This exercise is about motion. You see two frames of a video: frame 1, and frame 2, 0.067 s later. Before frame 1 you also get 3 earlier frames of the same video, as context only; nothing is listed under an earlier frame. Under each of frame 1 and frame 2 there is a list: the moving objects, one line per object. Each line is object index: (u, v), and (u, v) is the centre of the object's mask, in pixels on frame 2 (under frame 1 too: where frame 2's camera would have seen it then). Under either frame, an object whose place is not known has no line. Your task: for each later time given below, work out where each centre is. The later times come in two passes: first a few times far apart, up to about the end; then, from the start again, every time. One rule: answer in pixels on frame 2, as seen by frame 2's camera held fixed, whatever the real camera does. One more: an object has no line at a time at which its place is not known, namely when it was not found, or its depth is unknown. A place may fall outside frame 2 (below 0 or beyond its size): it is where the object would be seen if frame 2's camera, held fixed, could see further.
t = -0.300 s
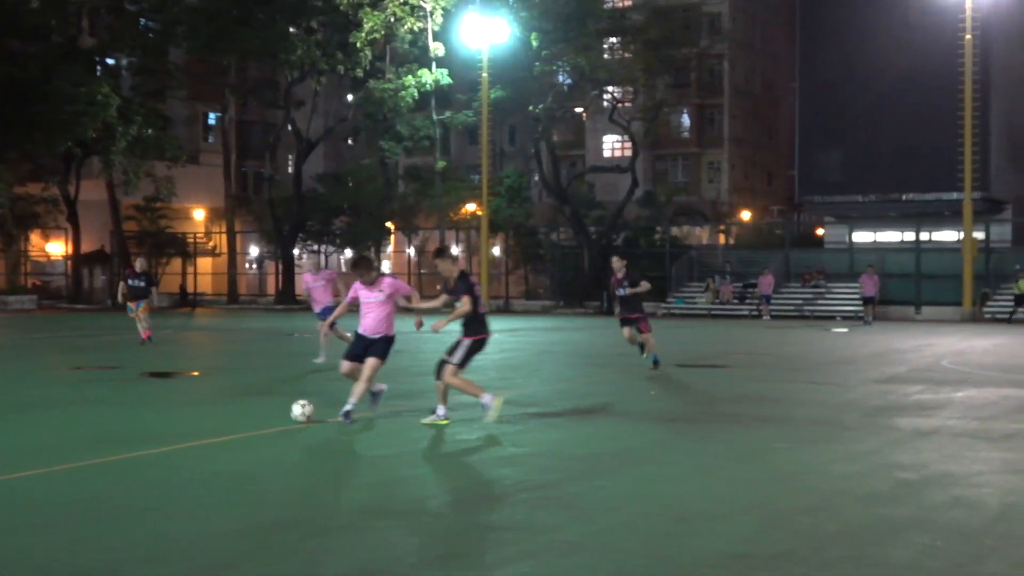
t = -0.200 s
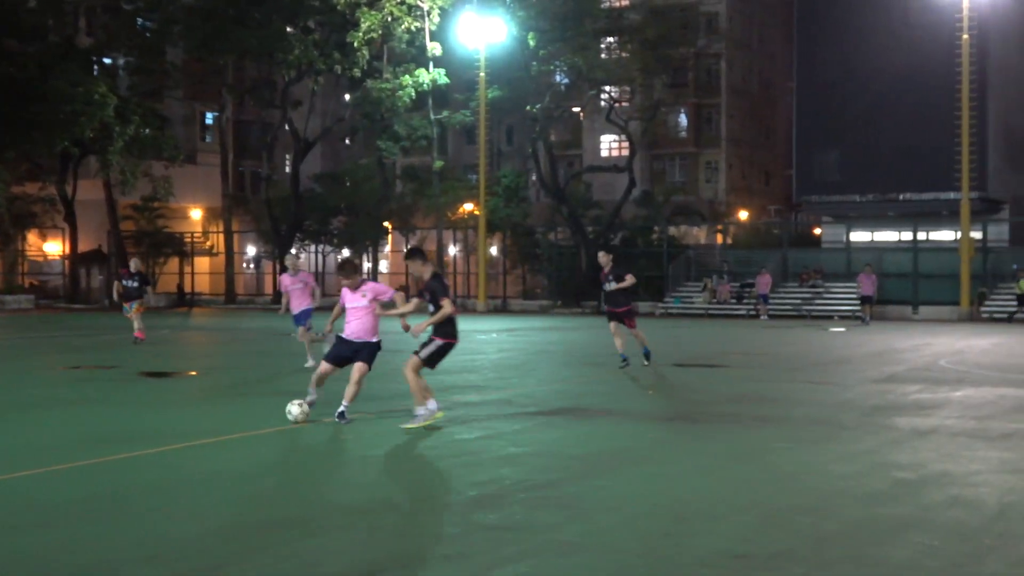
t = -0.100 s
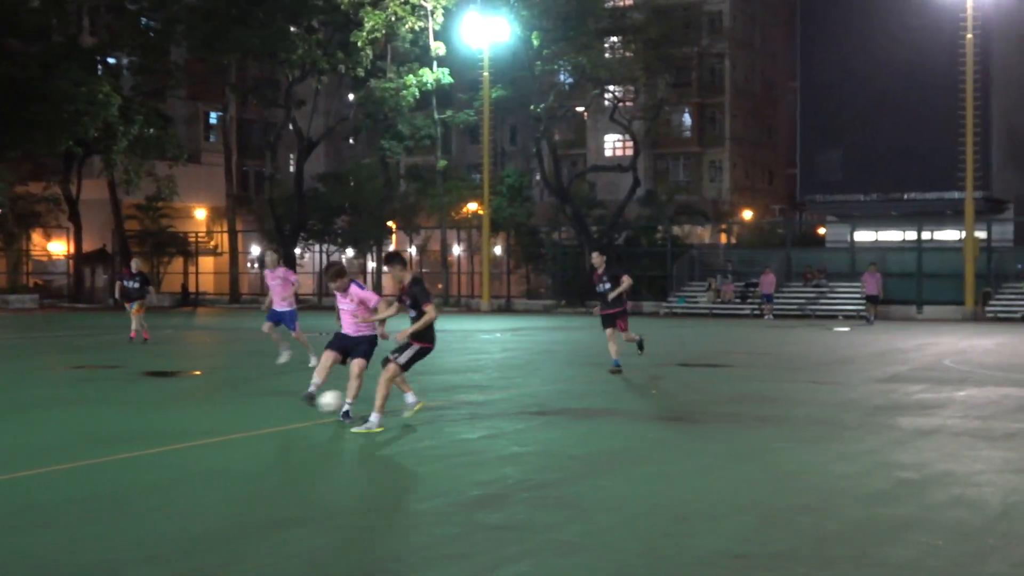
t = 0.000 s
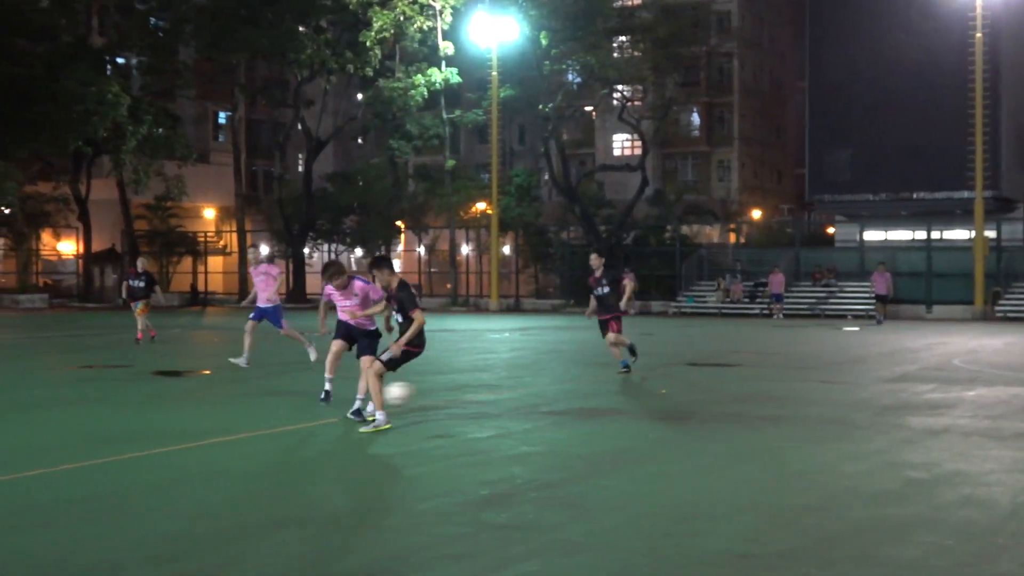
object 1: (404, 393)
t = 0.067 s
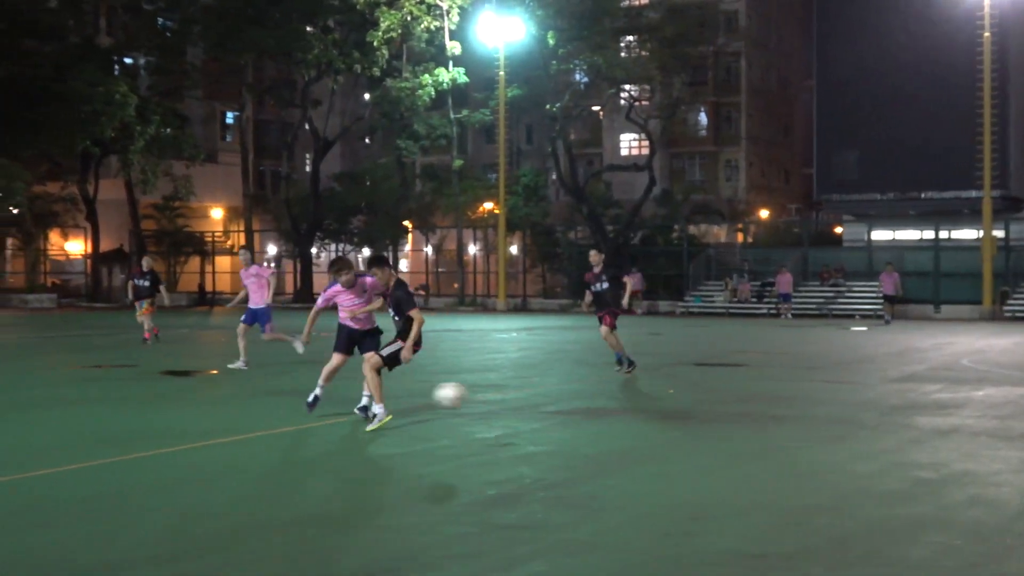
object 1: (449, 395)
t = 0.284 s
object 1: (641, 449)
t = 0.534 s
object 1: (905, 476)
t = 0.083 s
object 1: (461, 396)
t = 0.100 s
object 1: (474, 398)
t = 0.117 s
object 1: (487, 400)
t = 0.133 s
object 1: (501, 402)
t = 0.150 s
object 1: (514, 406)
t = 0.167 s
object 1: (527, 409)
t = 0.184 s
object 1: (544, 414)
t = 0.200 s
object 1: (558, 418)
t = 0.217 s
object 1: (573, 423)
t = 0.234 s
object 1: (589, 429)
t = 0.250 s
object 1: (606, 434)
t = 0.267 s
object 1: (624, 441)
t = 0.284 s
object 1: (641, 449)
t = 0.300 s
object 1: (660, 457)
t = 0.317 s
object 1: (678, 466)
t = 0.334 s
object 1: (698, 476)
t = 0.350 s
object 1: (718, 487)
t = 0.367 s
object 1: (735, 490)
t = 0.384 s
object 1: (750, 486)
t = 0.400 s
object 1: (766, 483)
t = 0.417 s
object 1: (783, 480)
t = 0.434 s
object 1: (799, 478)
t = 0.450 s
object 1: (816, 476)
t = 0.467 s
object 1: (832, 475)
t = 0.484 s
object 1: (851, 474)
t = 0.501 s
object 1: (868, 474)
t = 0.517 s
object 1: (887, 474)
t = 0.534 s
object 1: (905, 476)
